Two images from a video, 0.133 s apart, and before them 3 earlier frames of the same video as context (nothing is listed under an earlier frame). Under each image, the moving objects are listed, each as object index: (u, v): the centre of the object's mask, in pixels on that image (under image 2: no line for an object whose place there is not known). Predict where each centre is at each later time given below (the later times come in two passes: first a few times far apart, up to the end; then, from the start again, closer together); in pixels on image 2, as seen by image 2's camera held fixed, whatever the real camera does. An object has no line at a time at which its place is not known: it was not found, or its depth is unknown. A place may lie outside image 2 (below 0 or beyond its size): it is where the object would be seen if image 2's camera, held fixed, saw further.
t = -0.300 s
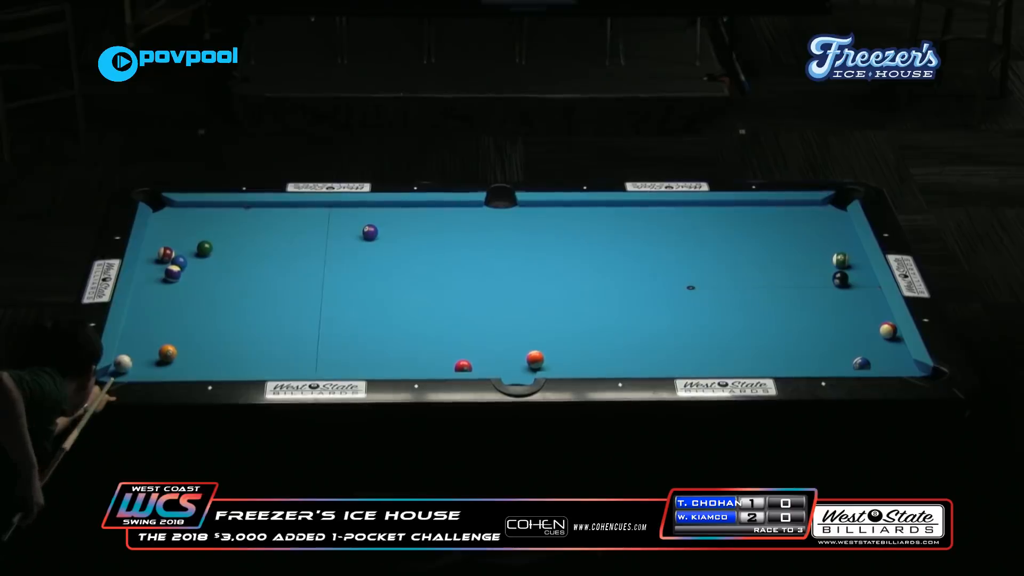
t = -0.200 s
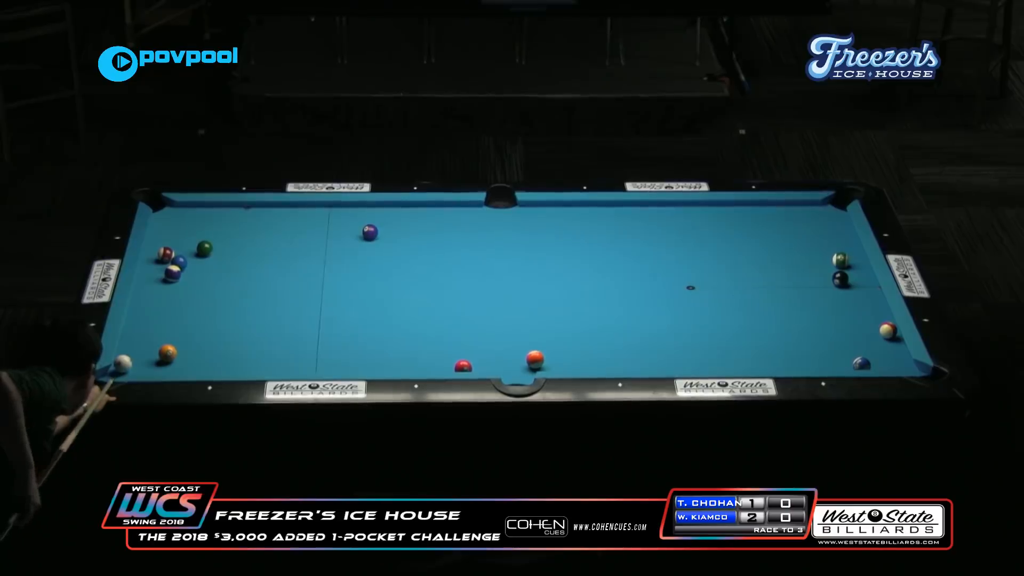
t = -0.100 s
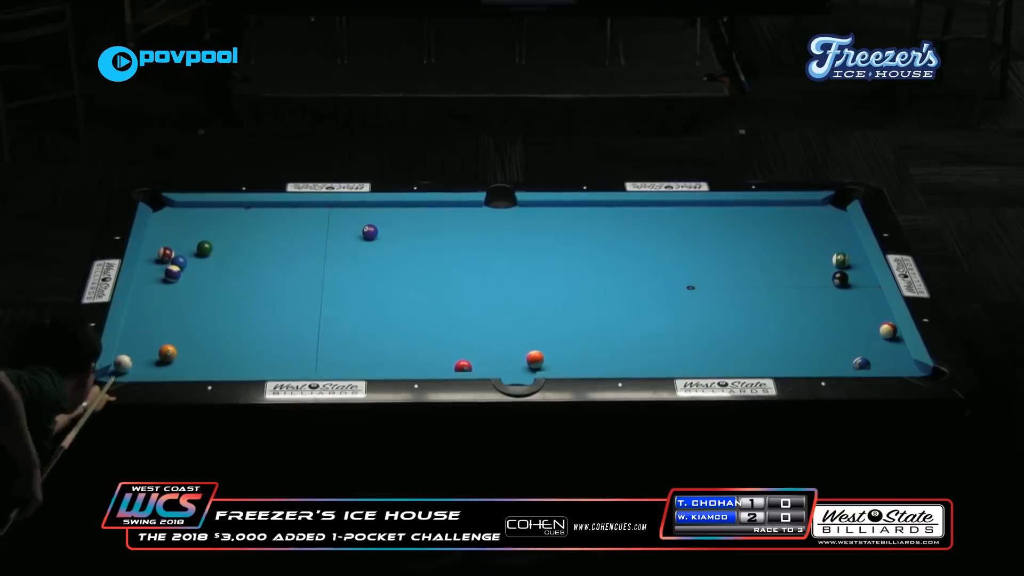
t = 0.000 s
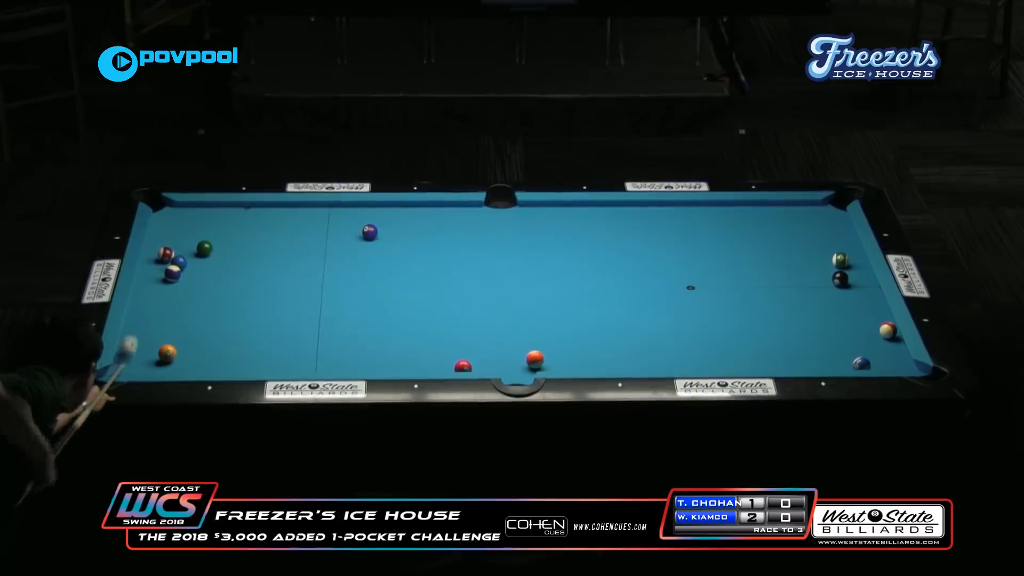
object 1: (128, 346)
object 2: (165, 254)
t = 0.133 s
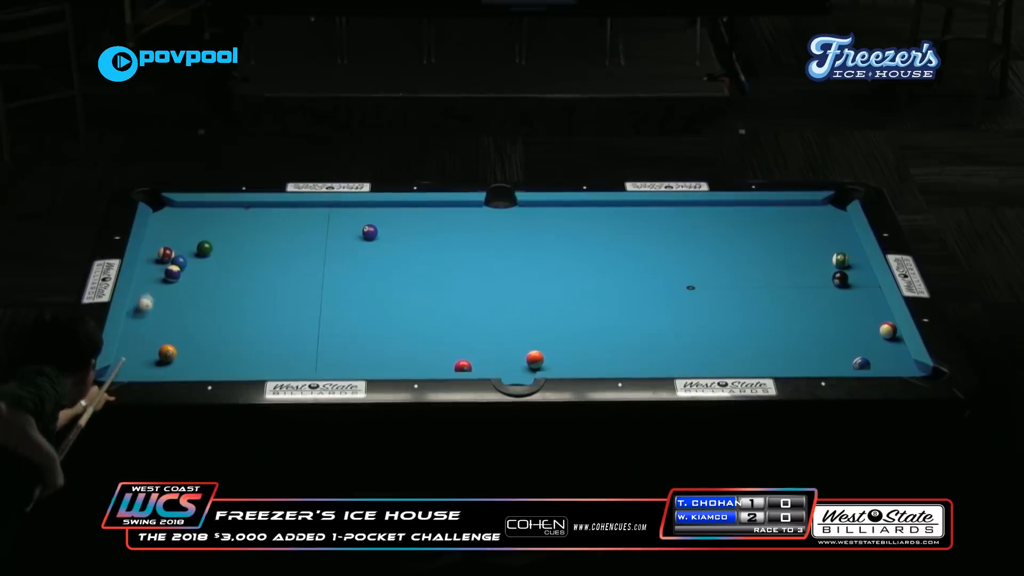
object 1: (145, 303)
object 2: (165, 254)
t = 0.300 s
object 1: (159, 263)
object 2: (167, 252)
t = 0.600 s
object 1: (155, 260)
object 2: (206, 212)
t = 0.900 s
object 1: (166, 258)
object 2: (224, 224)
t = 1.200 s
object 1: (169, 257)
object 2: (238, 246)
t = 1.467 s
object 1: (171, 256)
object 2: (250, 264)
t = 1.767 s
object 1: (171, 256)
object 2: (264, 285)
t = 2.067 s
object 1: (172, 256)
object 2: (277, 306)
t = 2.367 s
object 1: (172, 256)
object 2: (290, 327)
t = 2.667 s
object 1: (172, 256)
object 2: (303, 347)
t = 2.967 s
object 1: (172, 256)
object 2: (316, 364)
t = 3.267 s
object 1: (172, 256)
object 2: (327, 363)
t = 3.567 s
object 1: (172, 256)
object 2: (335, 353)
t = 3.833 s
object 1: (172, 256)
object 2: (341, 346)
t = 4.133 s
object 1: (172, 256)
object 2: (347, 338)
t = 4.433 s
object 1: (172, 256)
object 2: (351, 332)
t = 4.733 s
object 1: (172, 256)
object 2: (355, 326)
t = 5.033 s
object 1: (172, 256)
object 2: (359, 322)
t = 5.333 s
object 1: (172, 255)
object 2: (360, 318)
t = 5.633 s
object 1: (172, 255)
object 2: (361, 316)
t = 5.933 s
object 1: (172, 255)
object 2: (362, 315)
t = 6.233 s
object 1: (172, 255)
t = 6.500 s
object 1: (172, 255)
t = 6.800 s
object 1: (172, 255)
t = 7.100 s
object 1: (172, 255)
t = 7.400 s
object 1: (172, 255)
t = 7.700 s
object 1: (172, 255)
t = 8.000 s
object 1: (172, 256)
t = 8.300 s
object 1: (172, 255)
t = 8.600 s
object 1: (172, 256)
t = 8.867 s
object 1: (172, 255)
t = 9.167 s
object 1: (172, 255)
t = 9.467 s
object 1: (172, 255)
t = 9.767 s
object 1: (172, 256)
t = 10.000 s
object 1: (172, 255)
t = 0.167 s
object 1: (149, 294)
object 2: (165, 254)
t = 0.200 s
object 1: (152, 284)
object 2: (165, 254)
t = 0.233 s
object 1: (155, 276)
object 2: (165, 254)
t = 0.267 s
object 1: (157, 269)
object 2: (166, 254)
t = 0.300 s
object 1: (159, 263)
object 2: (167, 252)
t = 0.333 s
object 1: (156, 261)
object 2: (171, 248)
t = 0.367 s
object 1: (153, 261)
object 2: (176, 243)
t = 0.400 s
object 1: (150, 260)
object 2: (181, 237)
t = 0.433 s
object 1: (149, 260)
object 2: (186, 232)
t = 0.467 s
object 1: (150, 260)
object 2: (190, 228)
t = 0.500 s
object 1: (151, 259)
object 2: (195, 223)
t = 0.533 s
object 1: (153, 259)
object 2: (198, 220)
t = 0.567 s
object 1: (154, 259)
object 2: (202, 216)
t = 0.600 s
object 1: (155, 260)
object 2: (206, 212)
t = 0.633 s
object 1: (157, 259)
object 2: (211, 208)
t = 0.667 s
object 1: (158, 259)
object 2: (213, 206)
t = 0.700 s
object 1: (160, 259)
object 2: (214, 210)
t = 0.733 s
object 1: (161, 259)
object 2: (215, 212)
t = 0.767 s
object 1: (163, 259)
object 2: (217, 215)
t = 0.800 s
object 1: (164, 259)
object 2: (219, 218)
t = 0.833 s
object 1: (164, 259)
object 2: (220, 219)
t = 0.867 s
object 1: (165, 259)
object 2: (222, 221)
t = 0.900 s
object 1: (166, 258)
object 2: (224, 224)
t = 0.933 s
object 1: (166, 258)
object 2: (226, 227)
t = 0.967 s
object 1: (167, 258)
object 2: (227, 229)
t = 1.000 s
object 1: (167, 258)
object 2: (228, 231)
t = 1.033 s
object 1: (168, 258)
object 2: (230, 234)
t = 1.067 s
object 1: (168, 257)
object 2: (231, 237)
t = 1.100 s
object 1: (168, 257)
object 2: (233, 238)
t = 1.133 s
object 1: (168, 257)
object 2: (234, 240)
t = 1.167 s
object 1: (169, 257)
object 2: (236, 243)
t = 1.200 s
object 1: (169, 257)
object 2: (238, 246)
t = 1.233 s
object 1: (169, 257)
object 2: (239, 248)
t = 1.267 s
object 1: (169, 257)
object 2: (240, 250)
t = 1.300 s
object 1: (170, 257)
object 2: (242, 253)
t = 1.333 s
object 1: (170, 256)
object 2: (243, 256)
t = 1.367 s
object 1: (170, 256)
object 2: (245, 257)
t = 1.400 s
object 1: (170, 256)
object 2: (246, 259)
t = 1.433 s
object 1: (171, 256)
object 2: (248, 261)
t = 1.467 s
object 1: (171, 256)
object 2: (250, 264)
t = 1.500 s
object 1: (171, 256)
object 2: (252, 267)
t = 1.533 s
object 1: (171, 256)
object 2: (253, 269)
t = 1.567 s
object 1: (171, 256)
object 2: (254, 271)
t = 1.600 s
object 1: (171, 256)
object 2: (256, 273)
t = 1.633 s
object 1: (171, 256)
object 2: (257, 276)
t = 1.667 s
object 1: (171, 256)
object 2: (259, 279)
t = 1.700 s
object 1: (171, 256)
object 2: (260, 281)
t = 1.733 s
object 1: (171, 256)
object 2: (262, 282)
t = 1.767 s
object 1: (171, 256)
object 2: (264, 285)
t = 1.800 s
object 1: (171, 256)
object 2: (265, 288)
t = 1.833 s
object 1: (171, 256)
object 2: (266, 291)
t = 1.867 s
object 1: (171, 256)
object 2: (267, 292)
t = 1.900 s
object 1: (172, 256)
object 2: (269, 295)
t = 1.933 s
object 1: (171, 256)
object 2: (271, 297)
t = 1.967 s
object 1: (172, 256)
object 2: (272, 300)
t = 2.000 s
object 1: (172, 256)
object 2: (274, 302)
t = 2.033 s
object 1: (172, 256)
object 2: (275, 303)
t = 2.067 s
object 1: (172, 256)
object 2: (277, 306)
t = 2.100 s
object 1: (172, 256)
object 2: (279, 309)
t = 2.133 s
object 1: (172, 256)
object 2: (280, 311)
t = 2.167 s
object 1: (172, 256)
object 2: (282, 313)
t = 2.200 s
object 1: (172, 256)
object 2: (283, 315)
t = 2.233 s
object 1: (172, 256)
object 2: (284, 317)
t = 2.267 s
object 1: (172, 256)
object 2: (286, 320)
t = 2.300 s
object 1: (172, 256)
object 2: (287, 323)
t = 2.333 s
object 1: (172, 256)
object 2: (288, 325)
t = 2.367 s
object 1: (172, 256)
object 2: (290, 327)
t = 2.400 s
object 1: (172, 256)
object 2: (292, 329)
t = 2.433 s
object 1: (172, 256)
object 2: (293, 331)
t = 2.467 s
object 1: (172, 256)
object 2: (295, 333)
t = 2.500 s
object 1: (172, 256)
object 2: (296, 336)
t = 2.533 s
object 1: (172, 256)
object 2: (298, 338)
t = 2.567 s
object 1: (172, 256)
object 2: (298, 340)
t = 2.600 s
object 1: (172, 256)
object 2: (300, 342)
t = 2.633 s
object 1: (172, 256)
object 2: (302, 344)
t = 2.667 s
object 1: (172, 256)
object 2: (303, 347)
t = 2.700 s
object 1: (172, 256)
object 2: (304, 349)
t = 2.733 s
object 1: (172, 256)
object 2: (306, 351)
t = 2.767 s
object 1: (172, 256)
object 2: (307, 353)
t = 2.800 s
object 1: (172, 256)
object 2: (309, 355)
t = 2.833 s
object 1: (172, 256)
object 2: (311, 357)
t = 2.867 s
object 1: (172, 256)
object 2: (312, 359)
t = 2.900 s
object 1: (172, 256)
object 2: (314, 362)
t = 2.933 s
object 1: (172, 256)
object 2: (315, 363)
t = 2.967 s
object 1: (172, 256)
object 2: (316, 364)
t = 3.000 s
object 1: (172, 256)
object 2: (318, 365)
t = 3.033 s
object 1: (172, 256)
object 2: (319, 366)
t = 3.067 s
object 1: (172, 256)
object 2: (321, 368)
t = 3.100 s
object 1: (172, 256)
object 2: (322, 367)
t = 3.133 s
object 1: (172, 256)
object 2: (323, 366)
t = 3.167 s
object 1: (172, 256)
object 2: (324, 365)
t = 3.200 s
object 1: (172, 256)
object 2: (325, 364)
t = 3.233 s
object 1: (172, 256)
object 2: (326, 364)
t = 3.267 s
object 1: (172, 256)
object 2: (327, 363)
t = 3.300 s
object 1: (172, 256)
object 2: (327, 363)
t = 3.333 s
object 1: (172, 256)
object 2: (328, 362)
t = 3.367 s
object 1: (172, 256)
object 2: (329, 361)
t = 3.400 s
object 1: (172, 256)
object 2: (330, 360)
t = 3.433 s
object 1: (172, 256)
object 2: (331, 358)
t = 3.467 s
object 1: (172, 256)
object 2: (332, 357)
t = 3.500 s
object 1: (172, 256)
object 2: (333, 356)
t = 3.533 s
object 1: (172, 256)
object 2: (334, 354)
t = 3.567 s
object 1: (172, 256)
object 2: (335, 353)
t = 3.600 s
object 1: (172, 256)
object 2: (335, 352)
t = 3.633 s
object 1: (172, 256)
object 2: (336, 351)
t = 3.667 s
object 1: (172, 256)
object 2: (337, 351)
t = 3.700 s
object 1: (172, 256)
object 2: (338, 350)
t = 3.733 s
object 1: (172, 256)
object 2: (339, 349)
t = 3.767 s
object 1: (172, 256)
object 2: (340, 348)
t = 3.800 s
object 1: (172, 256)
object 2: (340, 347)
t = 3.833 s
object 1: (172, 256)
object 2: (341, 346)
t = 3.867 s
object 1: (172, 256)
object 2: (342, 344)
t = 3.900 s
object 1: (172, 256)
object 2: (343, 343)
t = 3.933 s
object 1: (172, 256)
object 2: (343, 342)
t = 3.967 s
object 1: (172, 256)
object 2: (344, 341)
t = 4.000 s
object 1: (172, 256)
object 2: (345, 340)
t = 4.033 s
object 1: (172, 256)
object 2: (345, 341)
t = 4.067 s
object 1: (172, 256)
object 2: (346, 340)
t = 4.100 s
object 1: (172, 256)
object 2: (347, 339)
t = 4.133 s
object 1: (172, 256)
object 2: (347, 338)
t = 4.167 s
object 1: (172, 256)
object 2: (348, 338)
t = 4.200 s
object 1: (172, 256)
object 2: (348, 337)
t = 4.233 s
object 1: (172, 256)
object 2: (349, 336)
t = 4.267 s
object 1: (172, 256)
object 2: (349, 335)
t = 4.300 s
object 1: (172, 256)
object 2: (350, 335)
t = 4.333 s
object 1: (172, 256)
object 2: (350, 334)
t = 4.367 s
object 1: (172, 256)
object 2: (351, 333)
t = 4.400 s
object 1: (172, 256)
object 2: (351, 333)
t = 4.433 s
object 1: (172, 256)
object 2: (351, 332)
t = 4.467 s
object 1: (172, 256)
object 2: (352, 331)
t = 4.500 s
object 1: (172, 256)
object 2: (352, 330)
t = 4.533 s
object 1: (172, 256)
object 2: (353, 330)
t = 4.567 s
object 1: (172, 256)
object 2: (353, 329)
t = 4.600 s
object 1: (172, 256)
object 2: (354, 329)
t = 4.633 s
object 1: (172, 256)
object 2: (354, 328)
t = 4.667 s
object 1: (172, 256)
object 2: (355, 328)
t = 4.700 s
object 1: (172, 256)
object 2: (355, 327)
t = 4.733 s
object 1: (172, 256)
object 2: (355, 326)
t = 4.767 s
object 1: (172, 256)
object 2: (356, 326)
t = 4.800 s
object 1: (172, 256)
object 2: (356, 326)
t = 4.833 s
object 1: (172, 256)
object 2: (357, 325)
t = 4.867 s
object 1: (172, 256)
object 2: (357, 324)
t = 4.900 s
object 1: (172, 256)
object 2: (358, 324)
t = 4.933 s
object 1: (172, 256)
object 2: (358, 324)
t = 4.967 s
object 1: (172, 256)
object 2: (358, 324)
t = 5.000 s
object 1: (172, 256)
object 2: (358, 323)
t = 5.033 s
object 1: (172, 256)
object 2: (359, 322)
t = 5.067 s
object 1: (172, 256)
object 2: (359, 322)
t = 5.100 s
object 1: (172, 256)
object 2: (359, 322)
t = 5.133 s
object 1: (172, 256)
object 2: (359, 321)
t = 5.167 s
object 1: (172, 256)
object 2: (359, 321)
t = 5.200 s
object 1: (172, 256)
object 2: (359, 320)
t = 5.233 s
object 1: (172, 256)
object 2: (360, 320)
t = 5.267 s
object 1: (172, 256)
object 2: (360, 319)
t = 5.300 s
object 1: (172, 255)
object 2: (360, 319)
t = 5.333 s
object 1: (172, 255)
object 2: (360, 318)
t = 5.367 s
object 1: (172, 255)
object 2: (360, 318)
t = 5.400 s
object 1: (172, 255)
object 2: (360, 318)
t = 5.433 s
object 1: (172, 255)
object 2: (361, 317)
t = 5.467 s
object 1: (172, 255)
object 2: (361, 317)
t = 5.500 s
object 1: (172, 255)
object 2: (361, 317)
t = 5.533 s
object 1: (172, 255)
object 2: (361, 317)
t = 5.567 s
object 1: (172, 255)
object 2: (361, 317)
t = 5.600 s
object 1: (172, 255)
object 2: (361, 316)
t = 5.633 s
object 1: (172, 255)
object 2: (361, 316)
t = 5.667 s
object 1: (172, 255)
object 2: (362, 316)
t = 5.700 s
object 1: (172, 255)
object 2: (362, 316)
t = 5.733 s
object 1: (172, 256)
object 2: (362, 316)
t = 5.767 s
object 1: (172, 255)
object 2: (362, 316)
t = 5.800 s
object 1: (172, 255)
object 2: (362, 316)
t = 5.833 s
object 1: (172, 255)
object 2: (362, 315)
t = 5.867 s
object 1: (172, 255)
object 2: (362, 315)
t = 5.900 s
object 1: (172, 255)
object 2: (362, 315)
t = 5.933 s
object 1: (172, 255)
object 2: (362, 315)
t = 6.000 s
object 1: (172, 255)
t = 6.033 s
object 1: (172, 255)
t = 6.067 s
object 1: (172, 255)
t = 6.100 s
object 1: (172, 255)
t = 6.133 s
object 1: (172, 255)
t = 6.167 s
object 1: (172, 255)
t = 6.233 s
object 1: (172, 255)
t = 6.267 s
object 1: (172, 255)
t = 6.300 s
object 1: (172, 255)
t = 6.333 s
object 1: (172, 255)
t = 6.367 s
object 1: (172, 255)
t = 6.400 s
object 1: (172, 255)
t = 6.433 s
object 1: (172, 255)
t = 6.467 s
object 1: (172, 255)
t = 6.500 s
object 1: (172, 255)
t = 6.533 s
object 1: (172, 255)
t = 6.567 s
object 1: (172, 255)
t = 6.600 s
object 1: (172, 255)
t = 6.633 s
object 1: (172, 255)
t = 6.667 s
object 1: (172, 255)
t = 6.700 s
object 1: (172, 255)
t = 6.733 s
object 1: (172, 255)
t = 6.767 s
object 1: (172, 255)
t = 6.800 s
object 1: (172, 255)
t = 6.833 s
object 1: (172, 255)
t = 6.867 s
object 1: (172, 255)
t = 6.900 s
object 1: (172, 255)
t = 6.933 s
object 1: (172, 256)
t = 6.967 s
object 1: (172, 255)
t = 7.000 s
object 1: (172, 255)
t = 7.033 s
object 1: (172, 255)
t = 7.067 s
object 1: (172, 255)
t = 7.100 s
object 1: (172, 255)
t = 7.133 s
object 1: (172, 255)
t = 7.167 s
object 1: (172, 256)
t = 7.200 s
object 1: (172, 256)
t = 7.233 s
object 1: (172, 256)
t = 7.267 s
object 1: (172, 256)
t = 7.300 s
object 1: (172, 256)
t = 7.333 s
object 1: (172, 255)
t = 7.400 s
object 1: (172, 255)
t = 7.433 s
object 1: (172, 255)
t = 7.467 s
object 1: (172, 255)
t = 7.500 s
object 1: (172, 255)
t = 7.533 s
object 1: (172, 255)
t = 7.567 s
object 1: (172, 256)
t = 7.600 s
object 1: (172, 256)
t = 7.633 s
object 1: (172, 256)
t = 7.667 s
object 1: (172, 255)
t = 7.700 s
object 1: (172, 255)
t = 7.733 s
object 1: (172, 255)
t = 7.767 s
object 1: (172, 255)
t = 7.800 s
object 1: (172, 255)
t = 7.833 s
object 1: (172, 255)
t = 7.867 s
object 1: (172, 255)
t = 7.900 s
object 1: (172, 255)
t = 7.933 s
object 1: (172, 255)
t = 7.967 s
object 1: (172, 255)
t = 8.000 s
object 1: (172, 256)
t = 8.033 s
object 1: (172, 255)
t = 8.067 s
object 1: (172, 255)
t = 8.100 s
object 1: (172, 256)
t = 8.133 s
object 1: (172, 255)
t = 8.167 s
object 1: (172, 255)
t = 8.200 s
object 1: (172, 255)
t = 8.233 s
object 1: (172, 255)
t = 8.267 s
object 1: (172, 255)
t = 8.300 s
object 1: (172, 255)
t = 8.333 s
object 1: (172, 255)
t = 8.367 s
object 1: (172, 256)
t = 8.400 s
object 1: (172, 255)
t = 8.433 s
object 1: (172, 255)
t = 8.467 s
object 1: (172, 256)
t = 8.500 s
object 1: (172, 256)
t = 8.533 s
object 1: (172, 256)
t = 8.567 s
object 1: (172, 256)
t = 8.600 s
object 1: (172, 256)
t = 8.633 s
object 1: (172, 256)
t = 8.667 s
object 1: (172, 256)
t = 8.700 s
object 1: (172, 255)
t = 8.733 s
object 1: (172, 256)
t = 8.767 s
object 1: (172, 256)
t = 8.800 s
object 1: (172, 256)
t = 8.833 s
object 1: (172, 255)
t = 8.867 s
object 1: (172, 255)
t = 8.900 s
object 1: (172, 255)
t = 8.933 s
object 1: (172, 255)
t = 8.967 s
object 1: (172, 255)
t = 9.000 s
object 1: (172, 255)
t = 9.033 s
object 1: (172, 255)
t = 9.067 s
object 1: (172, 255)
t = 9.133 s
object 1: (172, 255)
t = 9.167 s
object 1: (172, 255)
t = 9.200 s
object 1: (172, 255)
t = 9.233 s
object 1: (172, 255)
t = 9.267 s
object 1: (172, 255)
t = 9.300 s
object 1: (172, 255)
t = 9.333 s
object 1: (172, 255)
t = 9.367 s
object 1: (172, 255)
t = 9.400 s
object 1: (172, 255)
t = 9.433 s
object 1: (172, 255)
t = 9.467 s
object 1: (172, 255)
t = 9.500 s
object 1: (172, 255)
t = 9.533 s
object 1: (172, 256)
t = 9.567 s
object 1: (172, 255)
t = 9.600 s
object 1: (172, 255)
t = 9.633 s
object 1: (172, 255)
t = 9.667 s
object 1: (172, 255)
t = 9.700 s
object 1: (172, 255)
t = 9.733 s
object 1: (172, 255)
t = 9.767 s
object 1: (172, 256)
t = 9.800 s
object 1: (172, 256)
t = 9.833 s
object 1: (172, 255)
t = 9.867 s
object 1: (172, 256)
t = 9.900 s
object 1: (172, 255)
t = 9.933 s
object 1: (172, 255)
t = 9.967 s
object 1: (172, 255)
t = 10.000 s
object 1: (172, 255)
